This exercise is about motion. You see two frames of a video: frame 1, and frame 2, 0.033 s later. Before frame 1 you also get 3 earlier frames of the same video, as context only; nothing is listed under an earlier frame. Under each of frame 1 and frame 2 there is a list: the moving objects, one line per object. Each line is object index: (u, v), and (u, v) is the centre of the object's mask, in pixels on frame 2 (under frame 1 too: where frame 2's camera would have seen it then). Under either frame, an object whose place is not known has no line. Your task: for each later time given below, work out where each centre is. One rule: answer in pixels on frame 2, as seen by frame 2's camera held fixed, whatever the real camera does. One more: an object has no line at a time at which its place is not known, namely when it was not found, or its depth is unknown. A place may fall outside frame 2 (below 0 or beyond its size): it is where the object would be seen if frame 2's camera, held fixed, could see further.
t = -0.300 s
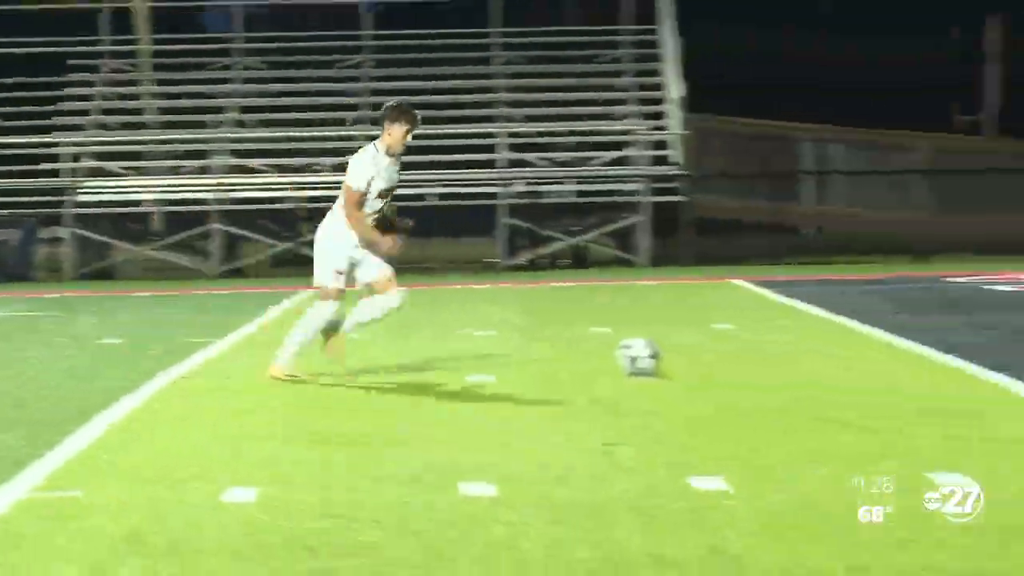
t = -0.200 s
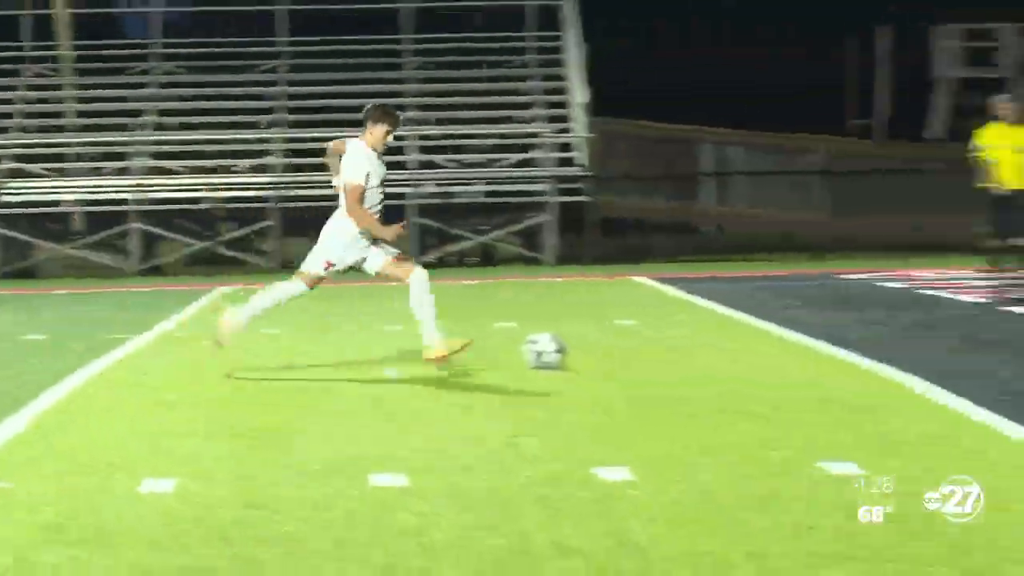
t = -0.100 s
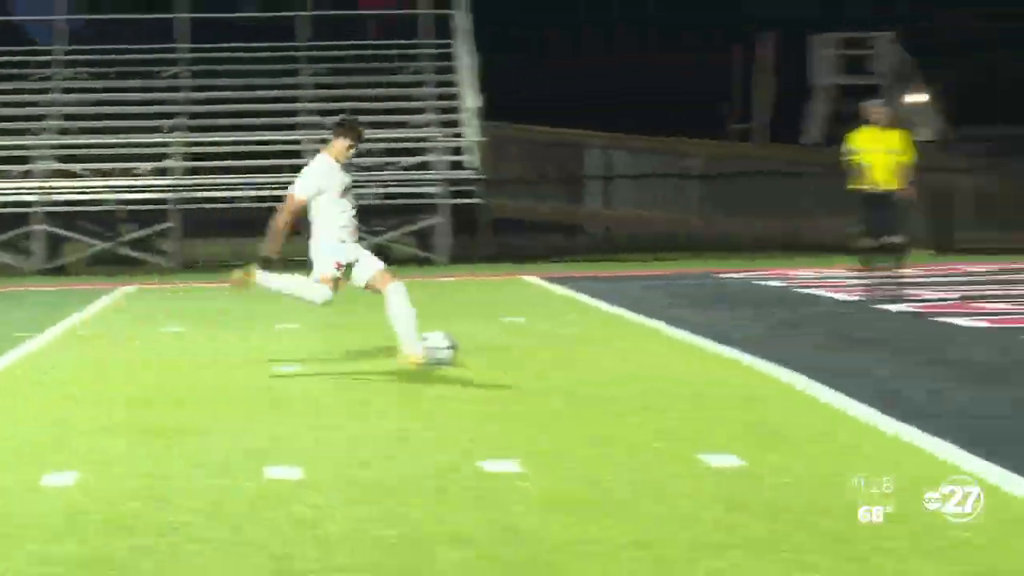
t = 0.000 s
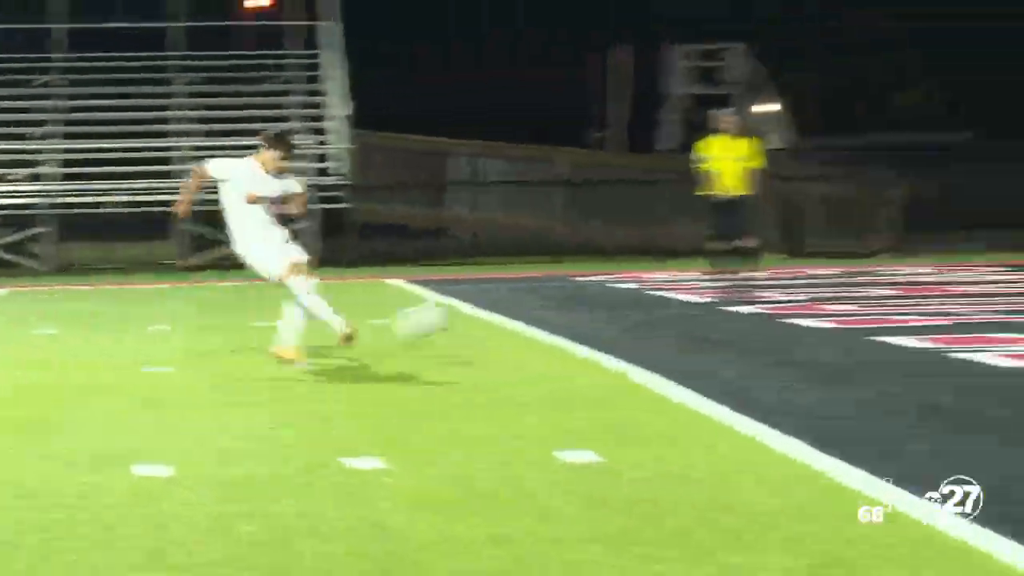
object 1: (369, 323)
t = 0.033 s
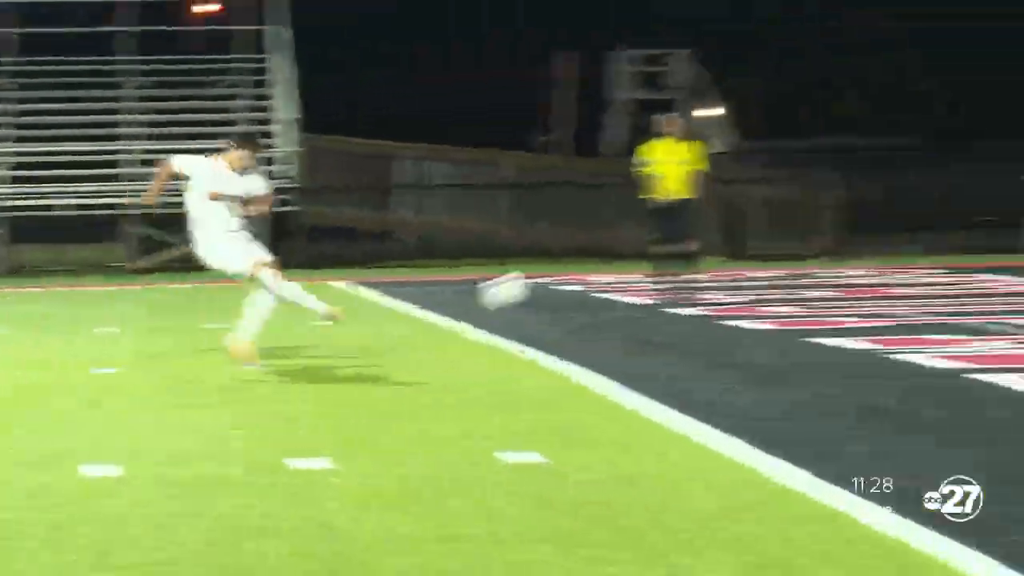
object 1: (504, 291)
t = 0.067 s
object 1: (640, 260)
